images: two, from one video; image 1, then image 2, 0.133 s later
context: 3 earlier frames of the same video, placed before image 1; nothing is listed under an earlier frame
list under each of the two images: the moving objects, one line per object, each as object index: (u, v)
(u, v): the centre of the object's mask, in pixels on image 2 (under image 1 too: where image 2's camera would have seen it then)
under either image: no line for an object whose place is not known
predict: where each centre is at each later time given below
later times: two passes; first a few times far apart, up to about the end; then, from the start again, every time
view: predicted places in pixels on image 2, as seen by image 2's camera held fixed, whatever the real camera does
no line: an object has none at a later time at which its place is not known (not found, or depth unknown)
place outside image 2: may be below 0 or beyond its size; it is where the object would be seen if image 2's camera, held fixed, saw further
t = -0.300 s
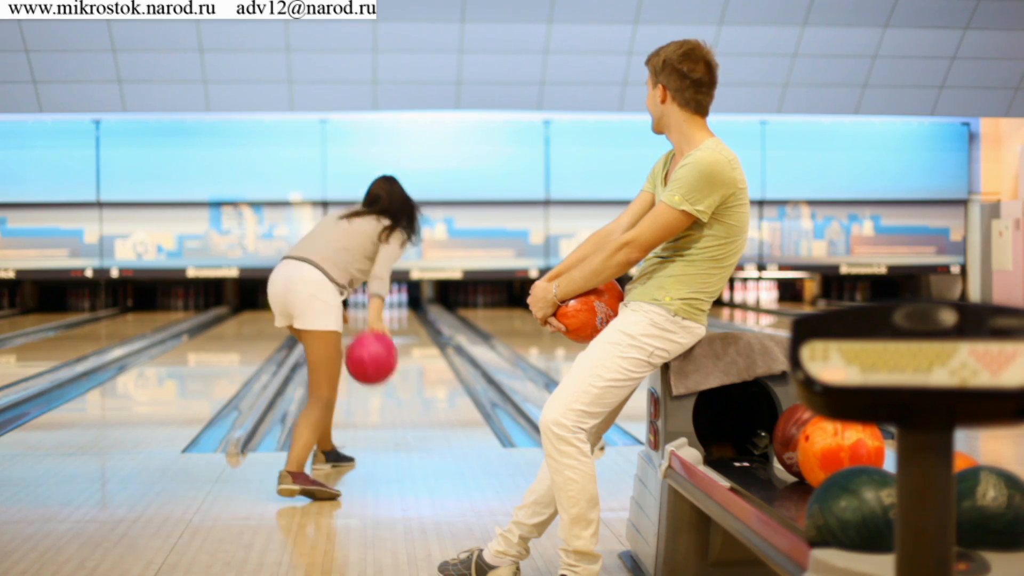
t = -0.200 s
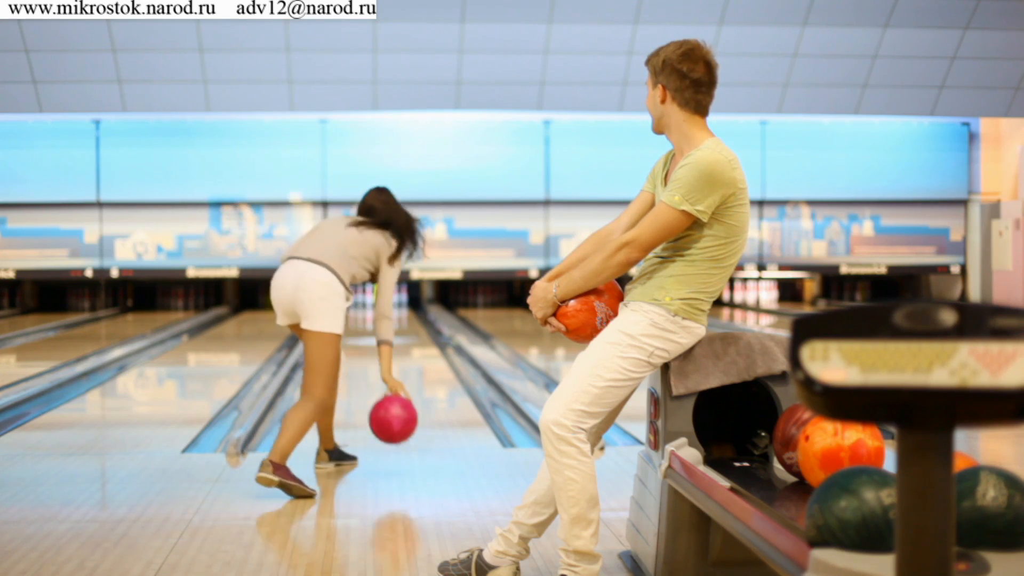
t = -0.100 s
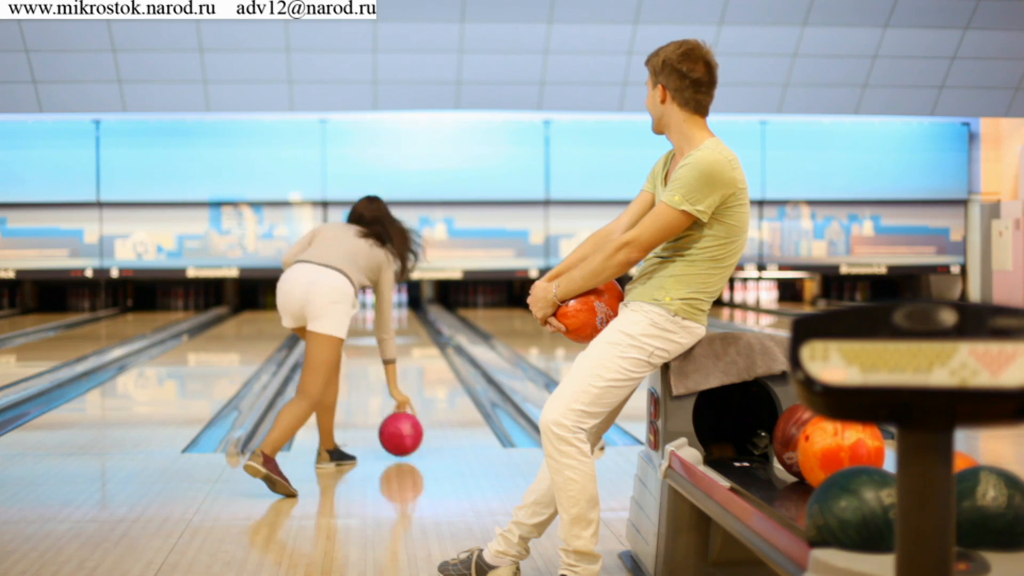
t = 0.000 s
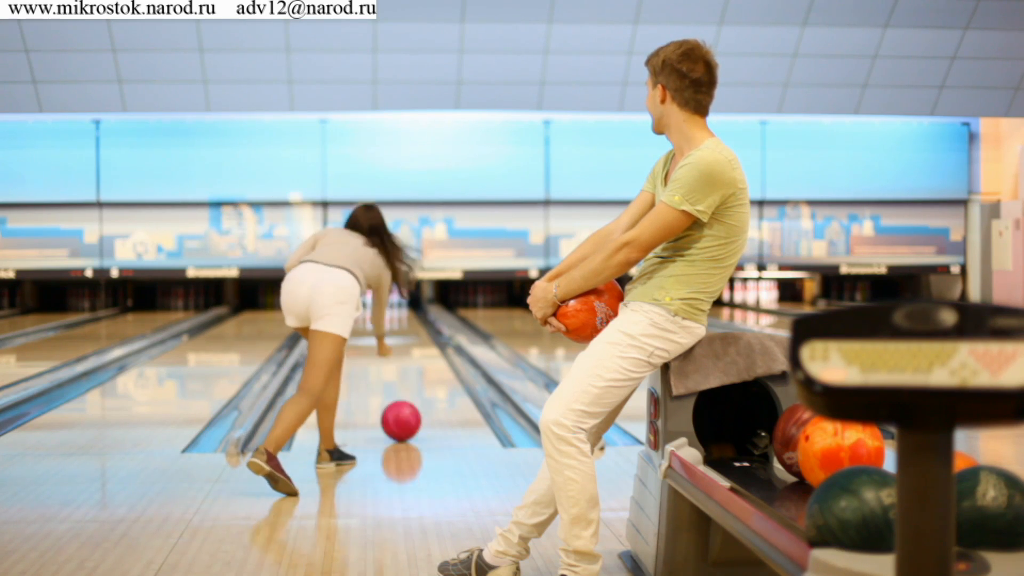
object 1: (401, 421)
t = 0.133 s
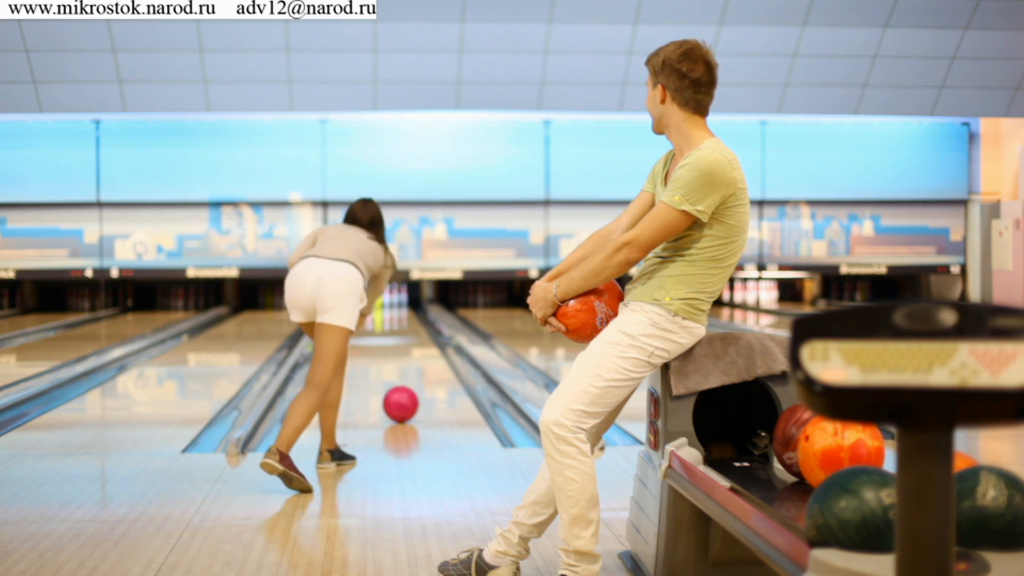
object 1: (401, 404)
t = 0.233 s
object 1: (401, 393)
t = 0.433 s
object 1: (400, 377)
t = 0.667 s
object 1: (398, 361)
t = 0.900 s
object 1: (398, 349)
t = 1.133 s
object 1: (397, 340)
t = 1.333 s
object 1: (395, 334)
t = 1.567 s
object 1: (394, 328)
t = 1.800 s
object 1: (392, 323)
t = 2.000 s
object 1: (391, 318)
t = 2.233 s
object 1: (389, 315)
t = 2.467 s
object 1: (387, 312)
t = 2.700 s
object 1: (386, 309)
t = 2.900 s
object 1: (385, 307)
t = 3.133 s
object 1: (384, 304)
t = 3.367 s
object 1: (381, 303)
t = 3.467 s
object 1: (382, 302)
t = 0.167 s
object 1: (401, 400)
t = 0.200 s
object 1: (401, 397)
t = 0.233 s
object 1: (401, 393)
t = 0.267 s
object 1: (400, 390)
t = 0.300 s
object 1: (400, 387)
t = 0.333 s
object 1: (400, 384)
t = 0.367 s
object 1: (400, 382)
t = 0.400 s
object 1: (400, 379)
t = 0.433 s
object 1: (400, 377)
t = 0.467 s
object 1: (400, 374)
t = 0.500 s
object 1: (400, 371)
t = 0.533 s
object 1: (399, 369)
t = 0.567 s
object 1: (399, 367)
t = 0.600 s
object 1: (399, 365)
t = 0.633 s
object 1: (399, 363)
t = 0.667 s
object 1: (398, 361)
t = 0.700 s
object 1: (398, 359)
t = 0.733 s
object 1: (398, 357)
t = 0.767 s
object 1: (398, 356)
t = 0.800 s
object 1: (398, 354)
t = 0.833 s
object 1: (398, 353)
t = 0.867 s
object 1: (398, 351)
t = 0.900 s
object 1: (398, 349)
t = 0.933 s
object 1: (398, 348)
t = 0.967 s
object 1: (397, 346)
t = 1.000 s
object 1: (397, 345)
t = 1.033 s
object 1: (397, 344)
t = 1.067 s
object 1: (397, 343)
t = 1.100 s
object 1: (397, 341)
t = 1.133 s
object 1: (397, 340)
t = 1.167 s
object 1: (396, 339)
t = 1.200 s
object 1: (396, 338)
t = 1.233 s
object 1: (396, 337)
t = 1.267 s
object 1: (396, 336)
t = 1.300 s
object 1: (396, 335)
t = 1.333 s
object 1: (395, 334)
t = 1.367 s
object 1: (395, 333)
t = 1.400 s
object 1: (395, 332)
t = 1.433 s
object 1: (395, 331)
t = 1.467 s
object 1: (395, 330)
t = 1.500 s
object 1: (394, 329)
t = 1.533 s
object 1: (394, 329)
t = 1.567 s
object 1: (394, 328)
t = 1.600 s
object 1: (394, 327)
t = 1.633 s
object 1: (393, 327)
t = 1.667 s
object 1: (393, 326)
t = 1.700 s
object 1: (392, 325)
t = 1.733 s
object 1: (392, 324)
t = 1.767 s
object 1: (392, 324)
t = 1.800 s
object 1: (392, 323)
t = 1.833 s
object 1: (392, 322)
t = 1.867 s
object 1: (392, 321)
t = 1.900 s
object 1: (391, 321)
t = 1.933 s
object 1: (391, 320)
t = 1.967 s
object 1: (391, 319)
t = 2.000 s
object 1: (391, 318)
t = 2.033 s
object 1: (391, 318)
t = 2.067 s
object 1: (390, 317)
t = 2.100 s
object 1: (390, 316)
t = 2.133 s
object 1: (390, 316)
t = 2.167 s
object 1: (390, 316)
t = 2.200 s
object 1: (389, 315)
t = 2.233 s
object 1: (389, 315)
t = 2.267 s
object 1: (389, 315)
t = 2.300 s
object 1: (389, 315)
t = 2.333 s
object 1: (388, 314)
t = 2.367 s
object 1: (388, 314)
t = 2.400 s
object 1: (388, 313)
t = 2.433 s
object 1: (388, 313)
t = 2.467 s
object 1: (387, 312)
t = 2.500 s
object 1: (387, 312)
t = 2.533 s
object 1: (387, 312)
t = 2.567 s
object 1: (387, 311)
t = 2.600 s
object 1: (387, 311)
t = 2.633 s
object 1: (387, 310)
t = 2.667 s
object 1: (386, 310)
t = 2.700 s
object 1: (386, 309)
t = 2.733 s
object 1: (386, 308)
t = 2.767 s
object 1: (386, 308)
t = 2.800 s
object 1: (386, 308)
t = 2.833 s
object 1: (386, 307)
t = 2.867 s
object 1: (386, 307)
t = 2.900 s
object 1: (385, 307)
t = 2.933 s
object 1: (385, 306)
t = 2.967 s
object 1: (385, 306)
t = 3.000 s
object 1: (385, 305)
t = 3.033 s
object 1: (384, 305)
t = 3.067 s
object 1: (384, 305)
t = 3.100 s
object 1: (384, 305)
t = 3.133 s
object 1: (384, 304)
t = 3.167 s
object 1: (384, 304)
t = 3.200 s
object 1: (383, 304)
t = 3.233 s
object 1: (383, 304)
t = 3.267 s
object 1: (383, 304)
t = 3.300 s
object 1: (382, 303)
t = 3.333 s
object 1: (381, 303)
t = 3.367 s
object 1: (381, 303)
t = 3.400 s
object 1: (380, 302)
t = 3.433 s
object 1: (380, 302)
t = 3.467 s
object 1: (382, 302)
